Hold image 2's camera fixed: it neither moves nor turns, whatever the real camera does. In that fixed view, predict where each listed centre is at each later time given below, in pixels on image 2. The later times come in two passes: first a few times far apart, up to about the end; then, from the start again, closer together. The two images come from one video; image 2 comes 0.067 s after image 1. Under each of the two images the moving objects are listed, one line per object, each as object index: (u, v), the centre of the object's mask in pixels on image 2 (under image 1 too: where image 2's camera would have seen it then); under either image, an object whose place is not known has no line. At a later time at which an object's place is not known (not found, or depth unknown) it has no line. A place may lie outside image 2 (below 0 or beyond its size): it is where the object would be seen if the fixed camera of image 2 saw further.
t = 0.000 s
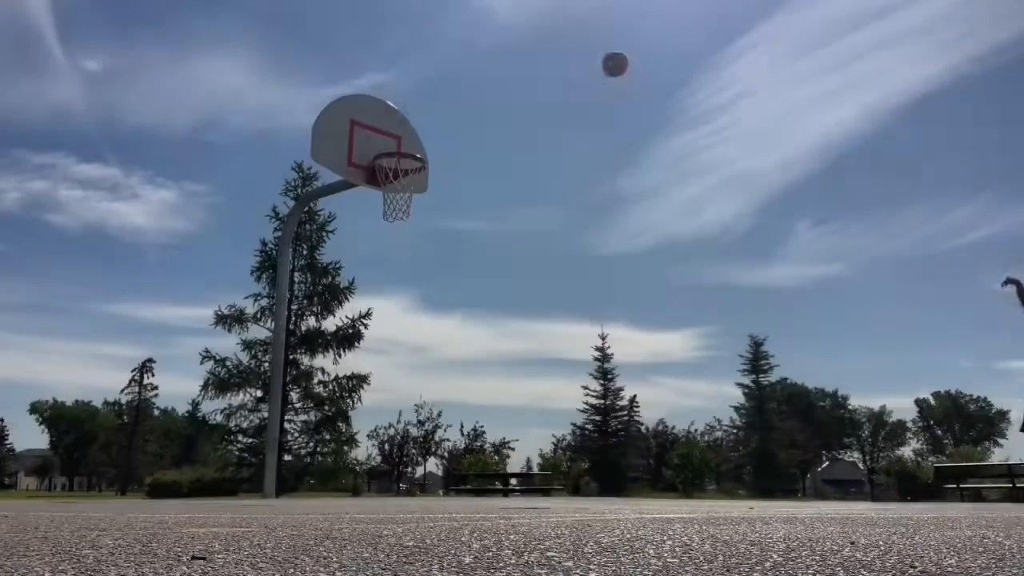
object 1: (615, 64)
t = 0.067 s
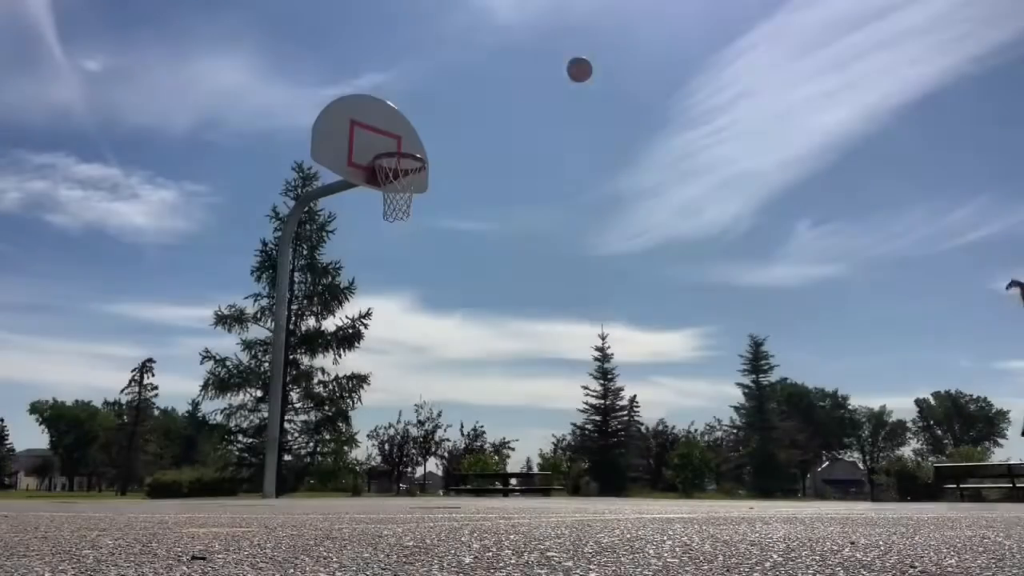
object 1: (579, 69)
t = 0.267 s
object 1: (472, 110)
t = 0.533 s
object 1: (371, 180)
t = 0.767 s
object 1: (368, 206)
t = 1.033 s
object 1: (366, 298)
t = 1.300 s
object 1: (359, 466)
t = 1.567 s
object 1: (386, 361)
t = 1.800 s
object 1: (409, 301)
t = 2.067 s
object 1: (433, 303)
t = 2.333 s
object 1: (455, 378)
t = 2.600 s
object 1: (476, 460)
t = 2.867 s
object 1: (495, 372)
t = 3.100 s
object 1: (512, 359)
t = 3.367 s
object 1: (530, 412)
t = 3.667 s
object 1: (551, 443)
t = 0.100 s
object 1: (562, 73)
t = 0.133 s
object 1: (544, 79)
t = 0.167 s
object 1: (526, 85)
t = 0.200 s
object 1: (508, 92)
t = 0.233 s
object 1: (490, 101)
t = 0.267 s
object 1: (472, 110)
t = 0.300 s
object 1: (454, 121)
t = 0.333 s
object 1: (436, 133)
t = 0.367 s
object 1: (418, 146)
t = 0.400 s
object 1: (402, 158)
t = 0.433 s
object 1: (385, 173)
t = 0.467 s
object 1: (375, 178)
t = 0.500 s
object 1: (373, 179)
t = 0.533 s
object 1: (371, 180)
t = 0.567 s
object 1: (371, 180)
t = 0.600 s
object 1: (370, 184)
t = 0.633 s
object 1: (369, 187)
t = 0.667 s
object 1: (369, 188)
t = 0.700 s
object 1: (370, 191)
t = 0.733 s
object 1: (368, 200)
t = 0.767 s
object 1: (368, 206)
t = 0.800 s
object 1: (368, 214)
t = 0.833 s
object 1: (368, 222)
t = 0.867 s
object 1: (367, 232)
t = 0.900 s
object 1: (367, 243)
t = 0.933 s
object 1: (367, 255)
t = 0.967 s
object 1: (366, 268)
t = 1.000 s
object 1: (366, 283)
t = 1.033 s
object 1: (366, 298)
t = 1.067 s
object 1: (365, 315)
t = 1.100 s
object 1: (365, 333)
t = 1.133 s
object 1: (364, 352)
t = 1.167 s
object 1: (363, 372)
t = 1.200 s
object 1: (364, 394)
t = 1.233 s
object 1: (362, 416)
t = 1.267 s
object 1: (360, 441)
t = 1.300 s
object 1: (359, 466)
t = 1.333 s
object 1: (359, 486)
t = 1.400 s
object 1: (368, 443)
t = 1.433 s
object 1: (371, 423)
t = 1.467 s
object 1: (375, 406)
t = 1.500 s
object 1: (379, 390)
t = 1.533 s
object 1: (382, 375)
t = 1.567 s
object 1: (386, 361)
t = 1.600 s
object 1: (389, 349)
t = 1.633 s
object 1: (393, 338)
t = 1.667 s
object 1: (396, 328)
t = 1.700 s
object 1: (399, 320)
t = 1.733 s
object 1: (402, 312)
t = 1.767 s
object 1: (406, 306)
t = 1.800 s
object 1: (409, 301)
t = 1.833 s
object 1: (412, 298)
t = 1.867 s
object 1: (415, 295)
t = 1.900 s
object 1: (418, 294)
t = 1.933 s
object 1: (421, 293)
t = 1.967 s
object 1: (424, 294)
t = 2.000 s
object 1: (427, 296)
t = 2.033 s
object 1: (430, 299)
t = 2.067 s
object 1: (433, 303)
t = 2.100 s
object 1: (436, 308)
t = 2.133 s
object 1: (438, 315)
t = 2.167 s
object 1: (441, 322)
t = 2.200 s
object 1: (444, 331)
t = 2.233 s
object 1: (447, 341)
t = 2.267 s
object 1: (449, 352)
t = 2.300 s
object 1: (452, 364)
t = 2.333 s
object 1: (455, 378)
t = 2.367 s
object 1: (457, 392)
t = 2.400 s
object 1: (460, 408)
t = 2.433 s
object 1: (463, 425)
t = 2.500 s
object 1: (469, 462)
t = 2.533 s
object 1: (470, 482)
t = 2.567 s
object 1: (473, 476)
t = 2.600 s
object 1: (476, 460)
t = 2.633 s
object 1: (478, 444)
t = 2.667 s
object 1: (481, 429)
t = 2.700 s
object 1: (483, 417)
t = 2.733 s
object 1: (485, 406)
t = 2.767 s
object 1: (488, 395)
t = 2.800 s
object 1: (490, 386)
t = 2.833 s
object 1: (493, 378)
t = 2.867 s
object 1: (495, 372)
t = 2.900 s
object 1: (498, 366)
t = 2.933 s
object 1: (500, 362)
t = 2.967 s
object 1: (502, 360)
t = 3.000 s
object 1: (504, 358)
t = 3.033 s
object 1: (507, 357)
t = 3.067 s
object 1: (509, 357)
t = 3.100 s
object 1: (512, 359)
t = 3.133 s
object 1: (514, 361)
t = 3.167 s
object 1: (516, 365)
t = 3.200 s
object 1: (518, 370)
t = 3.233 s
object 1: (521, 376)
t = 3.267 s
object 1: (523, 383)
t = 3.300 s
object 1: (525, 392)
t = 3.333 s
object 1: (527, 401)
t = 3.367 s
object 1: (530, 412)
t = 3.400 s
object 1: (532, 424)
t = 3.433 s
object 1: (534, 437)
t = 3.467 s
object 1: (537, 451)
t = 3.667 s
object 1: (551, 443)
